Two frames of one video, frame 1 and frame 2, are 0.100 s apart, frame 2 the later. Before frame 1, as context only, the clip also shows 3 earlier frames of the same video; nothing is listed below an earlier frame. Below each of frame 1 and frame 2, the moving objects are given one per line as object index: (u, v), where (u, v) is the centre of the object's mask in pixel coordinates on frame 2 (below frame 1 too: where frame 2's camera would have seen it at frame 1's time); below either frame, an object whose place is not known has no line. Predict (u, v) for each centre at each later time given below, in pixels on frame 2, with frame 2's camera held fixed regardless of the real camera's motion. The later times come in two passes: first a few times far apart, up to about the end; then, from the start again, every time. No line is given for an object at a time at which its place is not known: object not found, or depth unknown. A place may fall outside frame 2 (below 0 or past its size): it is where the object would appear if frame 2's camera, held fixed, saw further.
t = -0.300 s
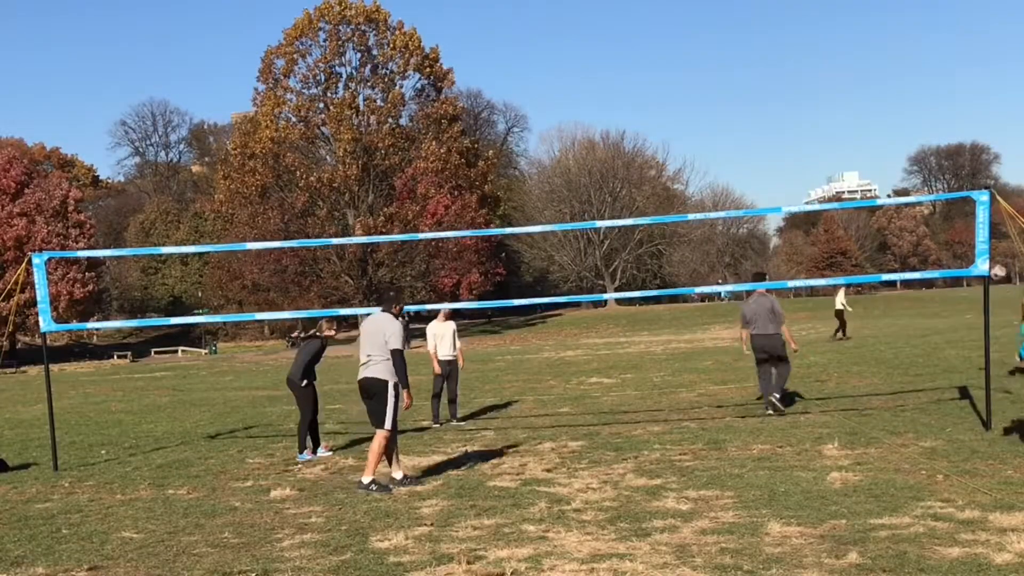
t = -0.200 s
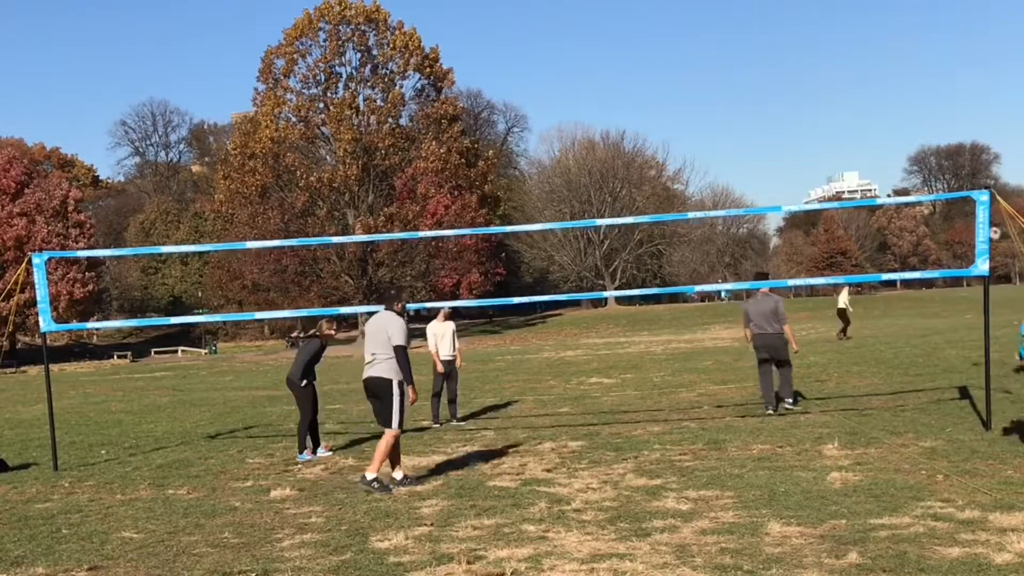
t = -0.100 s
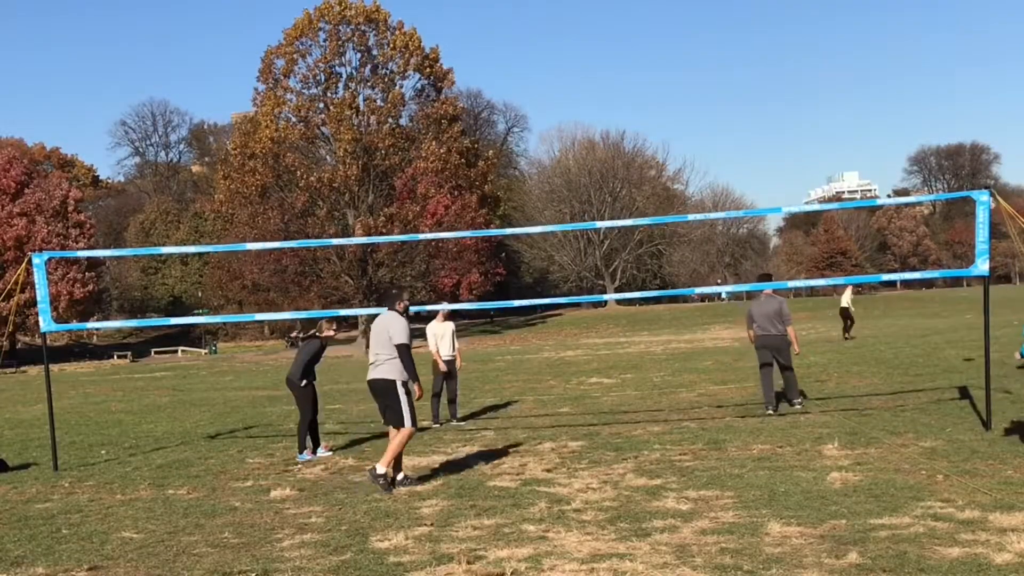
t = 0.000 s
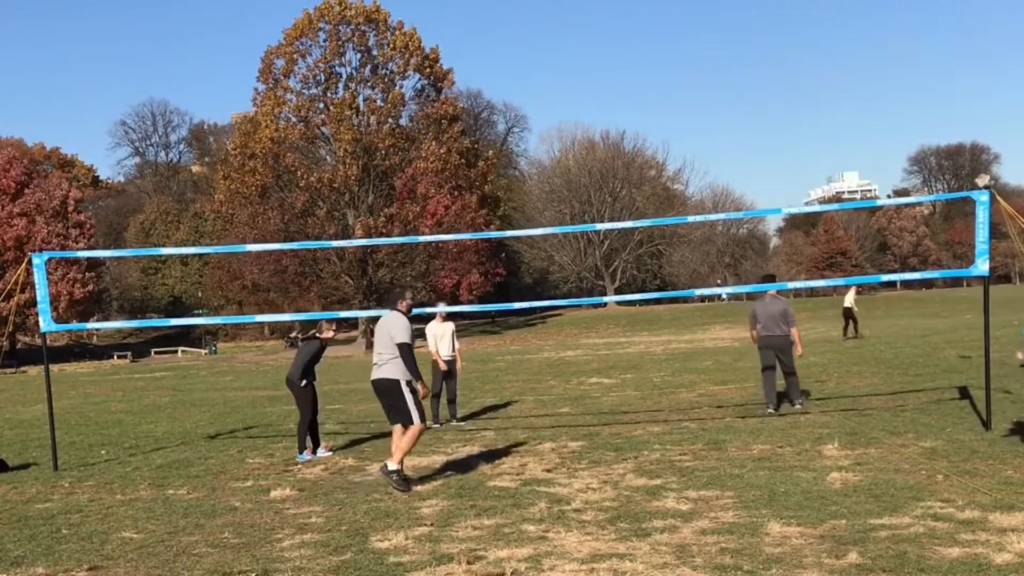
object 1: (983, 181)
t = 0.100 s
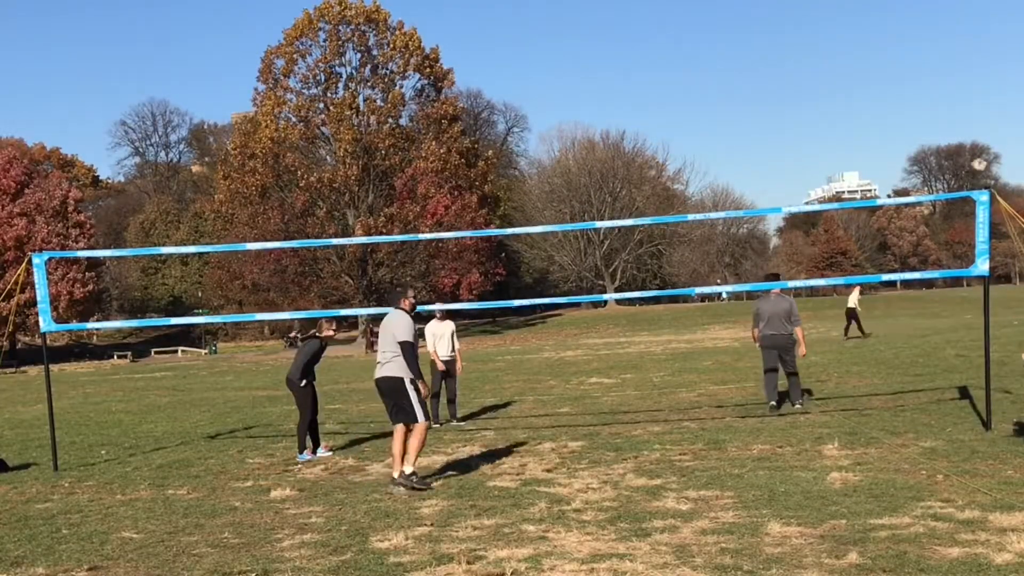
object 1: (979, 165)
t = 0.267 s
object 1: (974, 155)
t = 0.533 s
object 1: (966, 178)
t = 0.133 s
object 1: (977, 161)
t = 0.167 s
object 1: (976, 159)
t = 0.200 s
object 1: (974, 156)
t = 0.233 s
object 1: (973, 156)
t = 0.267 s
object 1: (974, 155)
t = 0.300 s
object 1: (972, 155)
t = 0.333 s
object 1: (971, 157)
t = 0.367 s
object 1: (970, 158)
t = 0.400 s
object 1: (969, 160)
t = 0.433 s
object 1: (968, 164)
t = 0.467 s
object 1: (968, 168)
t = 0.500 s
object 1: (967, 173)
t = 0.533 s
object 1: (966, 178)
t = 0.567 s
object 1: (965, 184)
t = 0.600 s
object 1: (965, 188)
